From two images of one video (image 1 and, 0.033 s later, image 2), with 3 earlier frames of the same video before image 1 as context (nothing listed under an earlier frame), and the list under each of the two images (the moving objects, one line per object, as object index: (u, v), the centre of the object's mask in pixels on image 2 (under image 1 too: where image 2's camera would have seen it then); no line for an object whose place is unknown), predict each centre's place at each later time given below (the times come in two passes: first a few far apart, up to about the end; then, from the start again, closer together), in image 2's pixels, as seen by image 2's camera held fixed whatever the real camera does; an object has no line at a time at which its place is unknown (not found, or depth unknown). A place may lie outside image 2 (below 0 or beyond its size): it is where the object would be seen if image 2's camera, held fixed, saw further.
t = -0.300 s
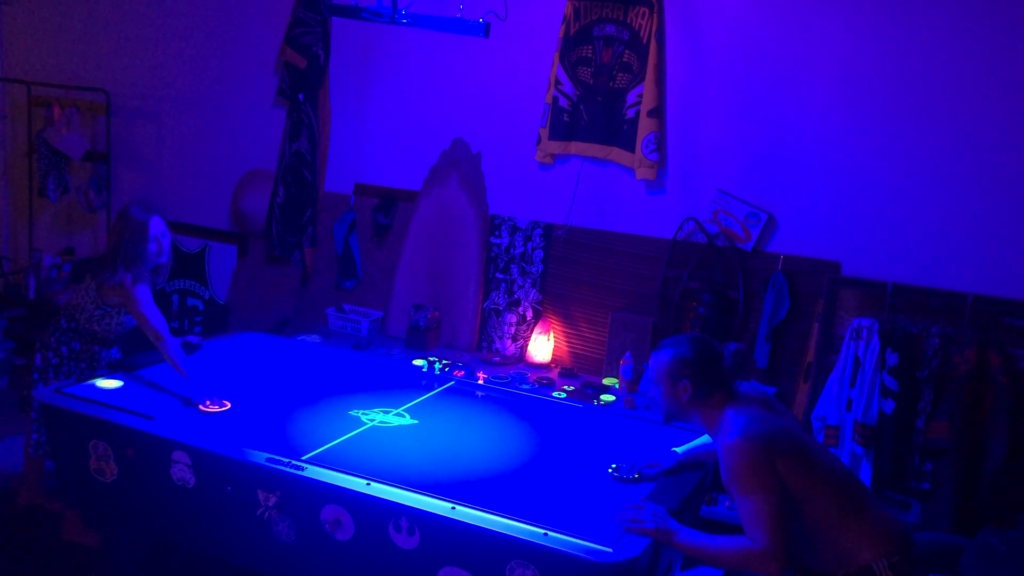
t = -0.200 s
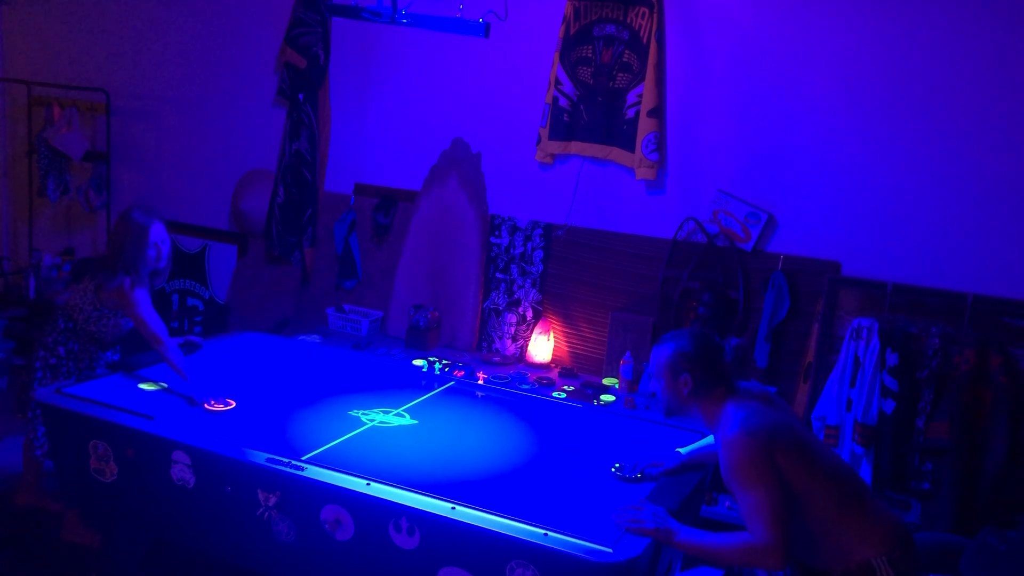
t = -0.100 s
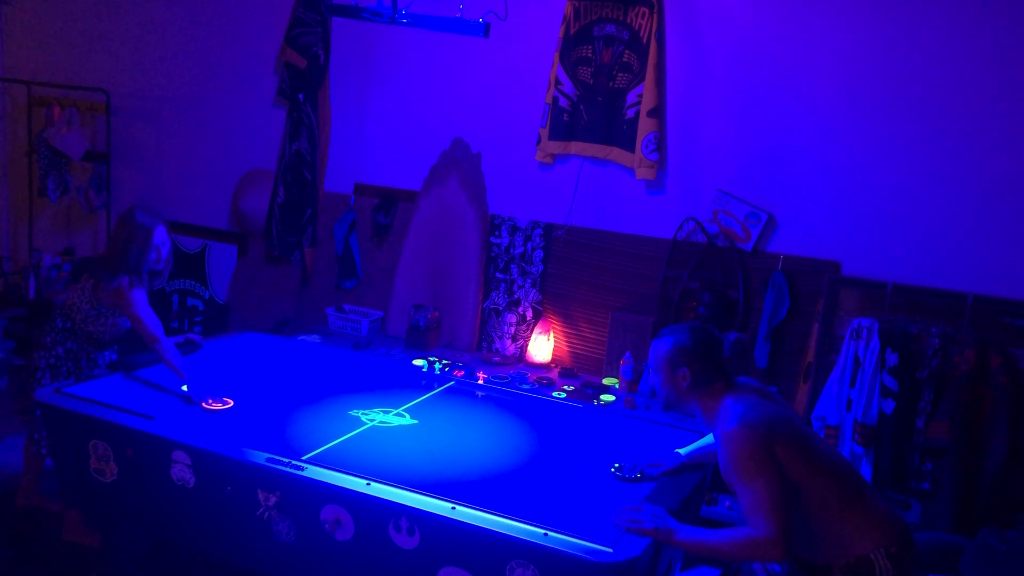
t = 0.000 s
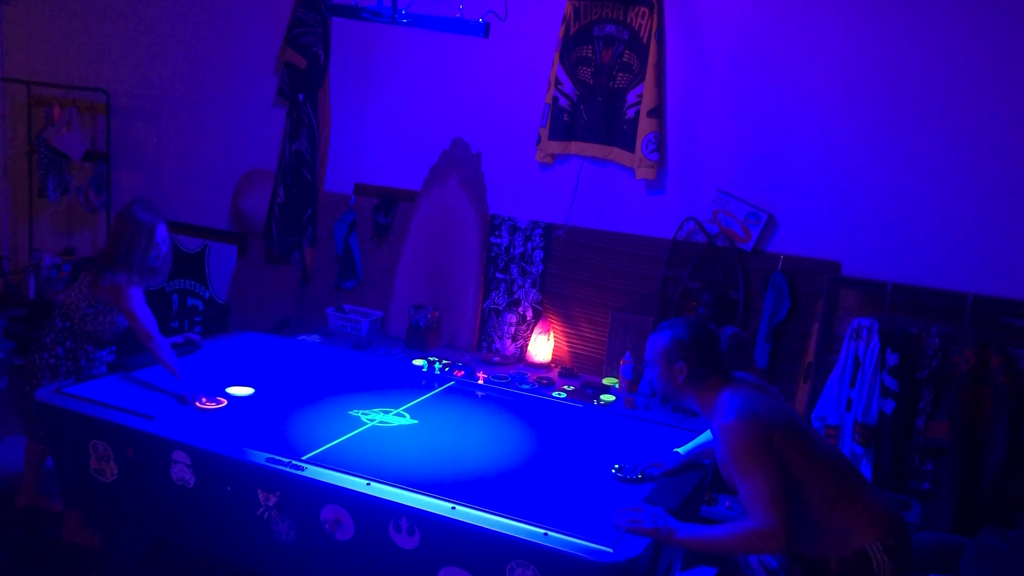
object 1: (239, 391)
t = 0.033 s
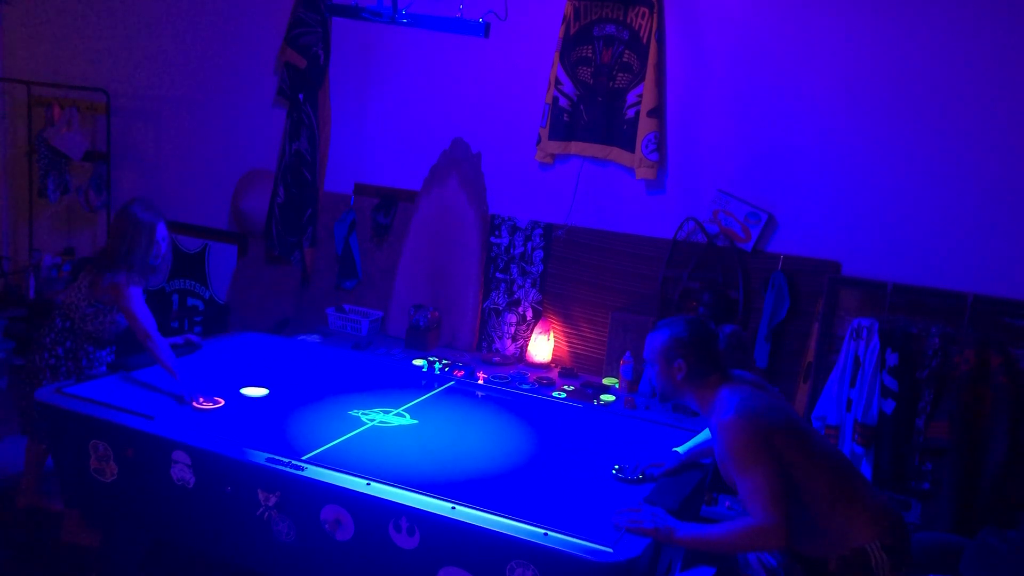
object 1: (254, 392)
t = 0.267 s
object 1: (354, 397)
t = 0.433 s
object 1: (423, 400)
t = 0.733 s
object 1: (545, 407)
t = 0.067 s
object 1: (269, 393)
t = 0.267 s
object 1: (354, 397)
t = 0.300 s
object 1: (368, 397)
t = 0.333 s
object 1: (382, 398)
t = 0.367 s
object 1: (396, 399)
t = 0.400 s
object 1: (410, 400)
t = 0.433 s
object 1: (423, 400)
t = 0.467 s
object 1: (438, 401)
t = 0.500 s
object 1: (451, 402)
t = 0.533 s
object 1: (465, 403)
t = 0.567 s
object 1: (478, 403)
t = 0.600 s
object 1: (492, 404)
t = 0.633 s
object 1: (505, 405)
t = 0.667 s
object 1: (519, 406)
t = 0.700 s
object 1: (532, 406)
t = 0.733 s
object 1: (545, 407)
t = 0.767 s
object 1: (557, 409)
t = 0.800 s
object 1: (565, 413)
